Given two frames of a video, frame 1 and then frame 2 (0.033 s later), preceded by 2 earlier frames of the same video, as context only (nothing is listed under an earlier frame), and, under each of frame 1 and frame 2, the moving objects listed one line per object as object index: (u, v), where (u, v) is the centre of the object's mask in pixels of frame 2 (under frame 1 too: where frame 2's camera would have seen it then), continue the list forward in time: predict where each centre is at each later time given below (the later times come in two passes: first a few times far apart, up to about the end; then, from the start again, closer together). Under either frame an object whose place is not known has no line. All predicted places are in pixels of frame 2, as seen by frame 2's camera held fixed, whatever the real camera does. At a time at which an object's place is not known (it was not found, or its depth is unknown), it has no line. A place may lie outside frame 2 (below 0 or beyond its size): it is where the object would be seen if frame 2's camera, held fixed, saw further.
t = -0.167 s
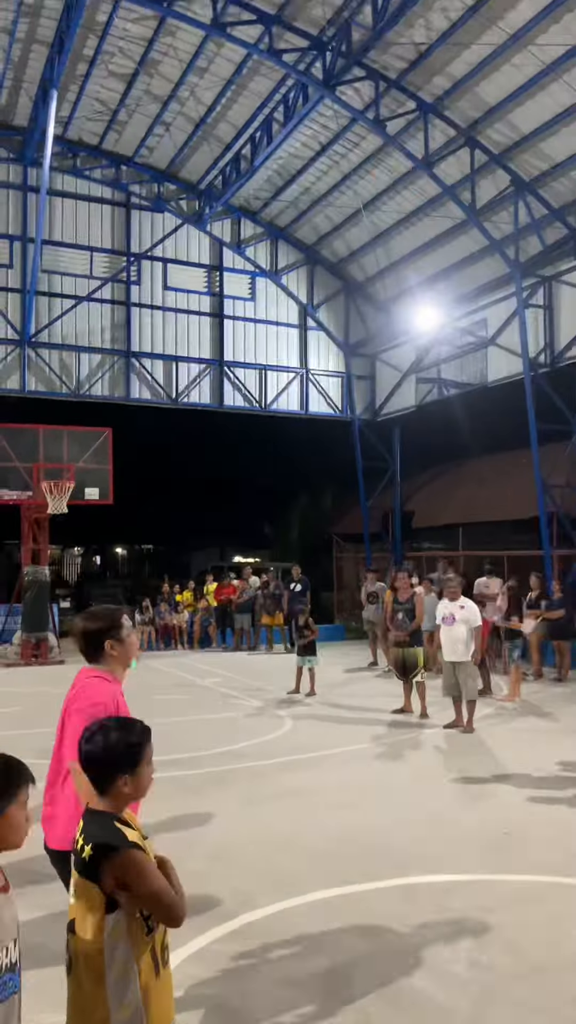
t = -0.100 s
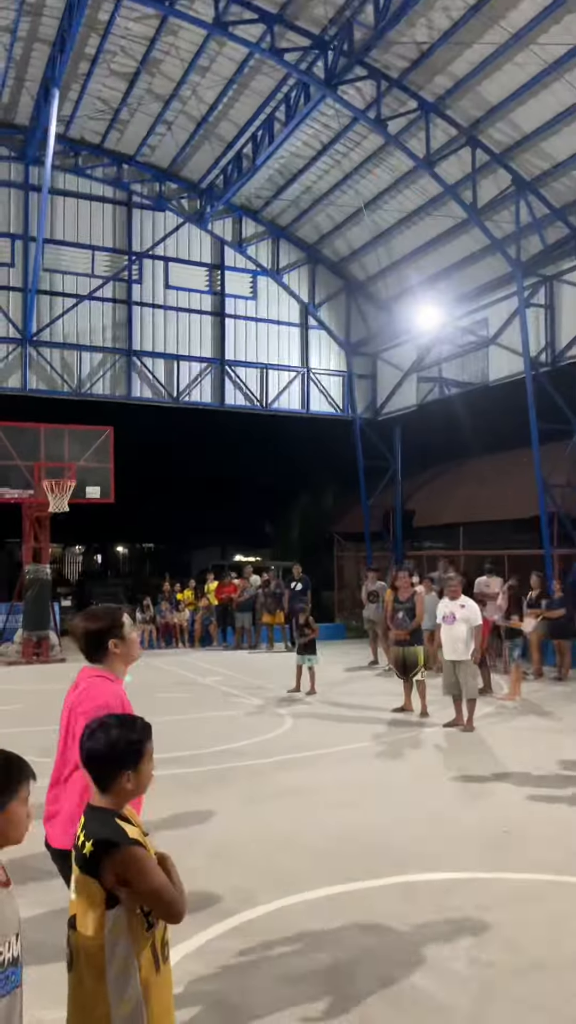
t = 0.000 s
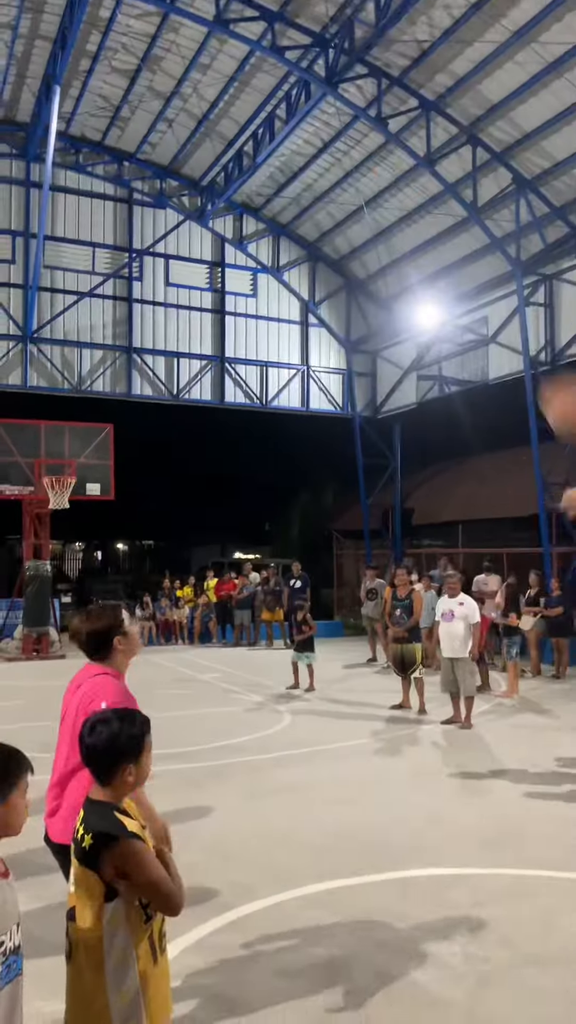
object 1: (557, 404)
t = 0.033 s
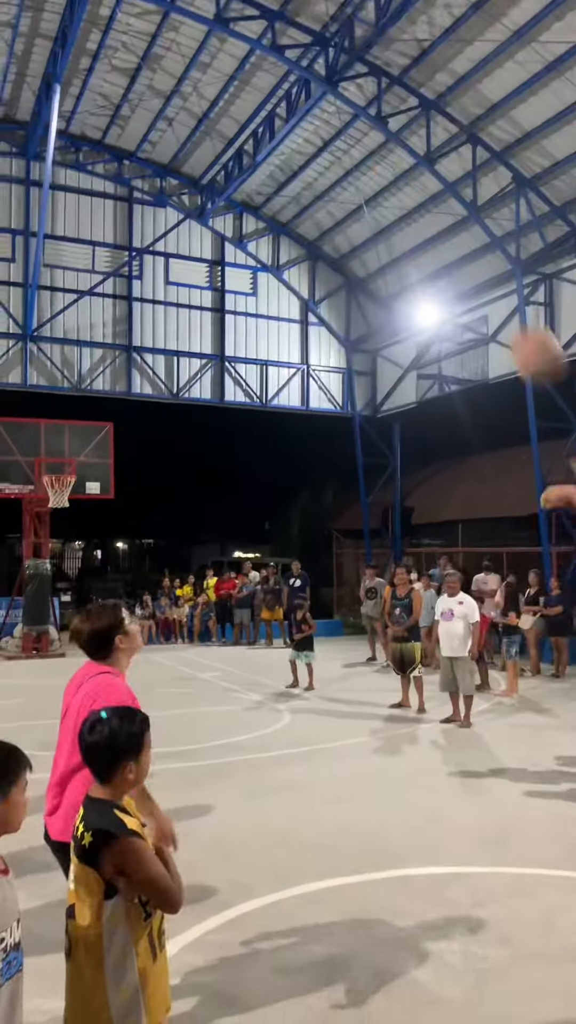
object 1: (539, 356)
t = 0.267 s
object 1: (376, 147)
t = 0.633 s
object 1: (251, 97)
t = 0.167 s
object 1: (431, 209)
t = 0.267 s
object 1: (376, 147)
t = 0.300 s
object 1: (361, 132)
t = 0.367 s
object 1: (334, 113)
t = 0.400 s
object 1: (320, 105)
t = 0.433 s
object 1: (308, 98)
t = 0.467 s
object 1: (298, 95)
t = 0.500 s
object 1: (288, 92)
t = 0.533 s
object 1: (277, 94)
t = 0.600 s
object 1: (260, 95)
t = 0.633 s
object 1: (251, 97)
